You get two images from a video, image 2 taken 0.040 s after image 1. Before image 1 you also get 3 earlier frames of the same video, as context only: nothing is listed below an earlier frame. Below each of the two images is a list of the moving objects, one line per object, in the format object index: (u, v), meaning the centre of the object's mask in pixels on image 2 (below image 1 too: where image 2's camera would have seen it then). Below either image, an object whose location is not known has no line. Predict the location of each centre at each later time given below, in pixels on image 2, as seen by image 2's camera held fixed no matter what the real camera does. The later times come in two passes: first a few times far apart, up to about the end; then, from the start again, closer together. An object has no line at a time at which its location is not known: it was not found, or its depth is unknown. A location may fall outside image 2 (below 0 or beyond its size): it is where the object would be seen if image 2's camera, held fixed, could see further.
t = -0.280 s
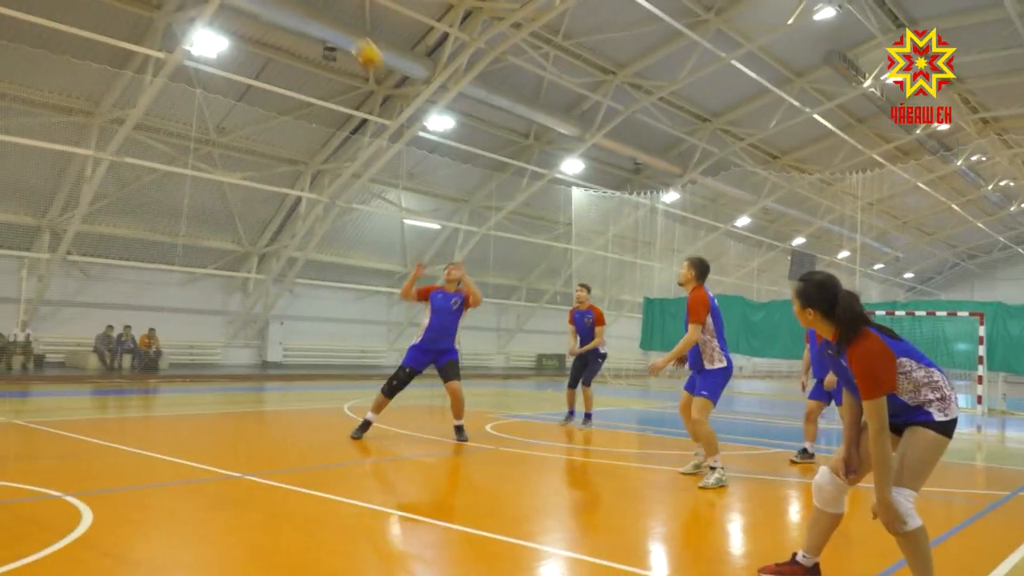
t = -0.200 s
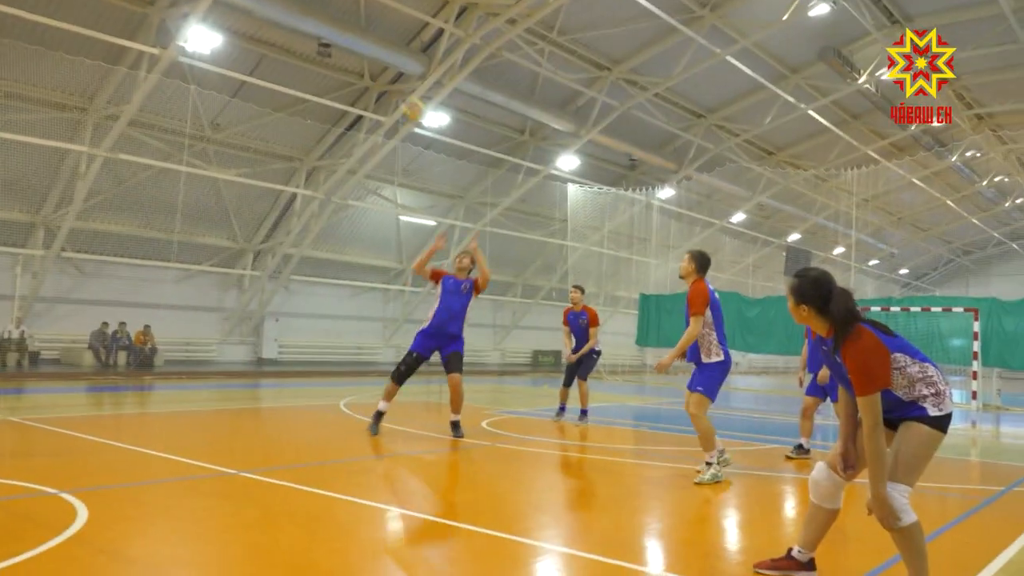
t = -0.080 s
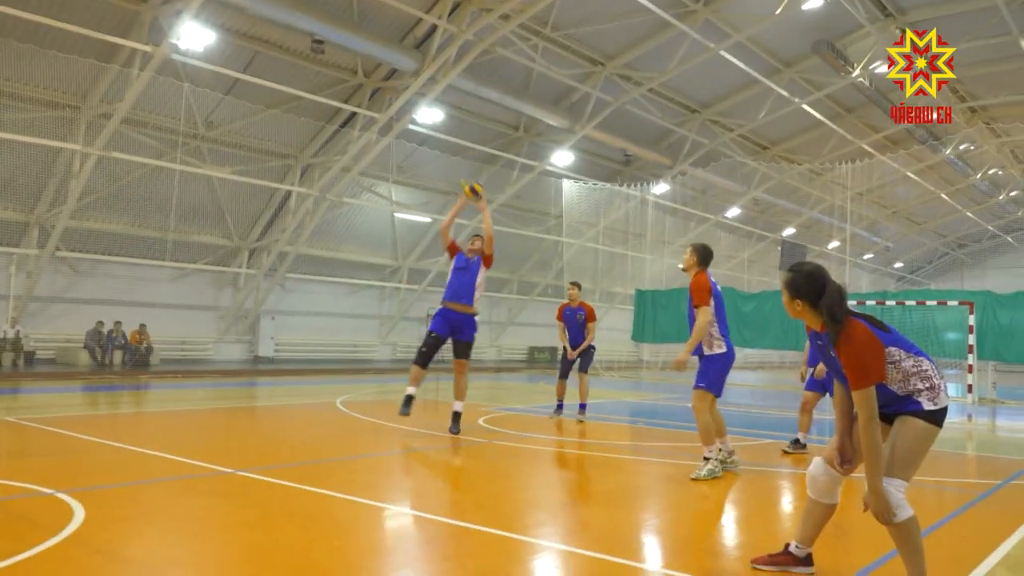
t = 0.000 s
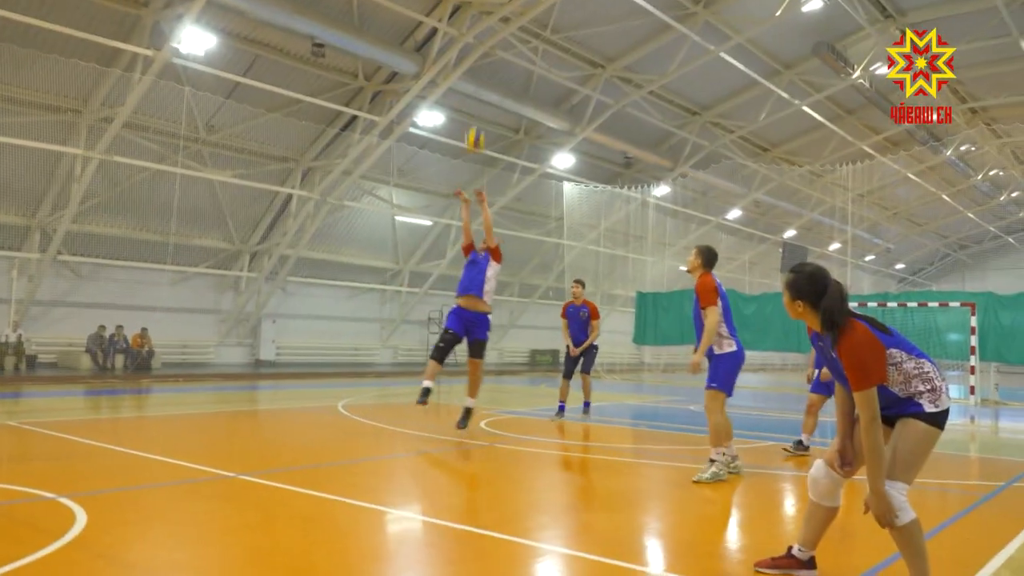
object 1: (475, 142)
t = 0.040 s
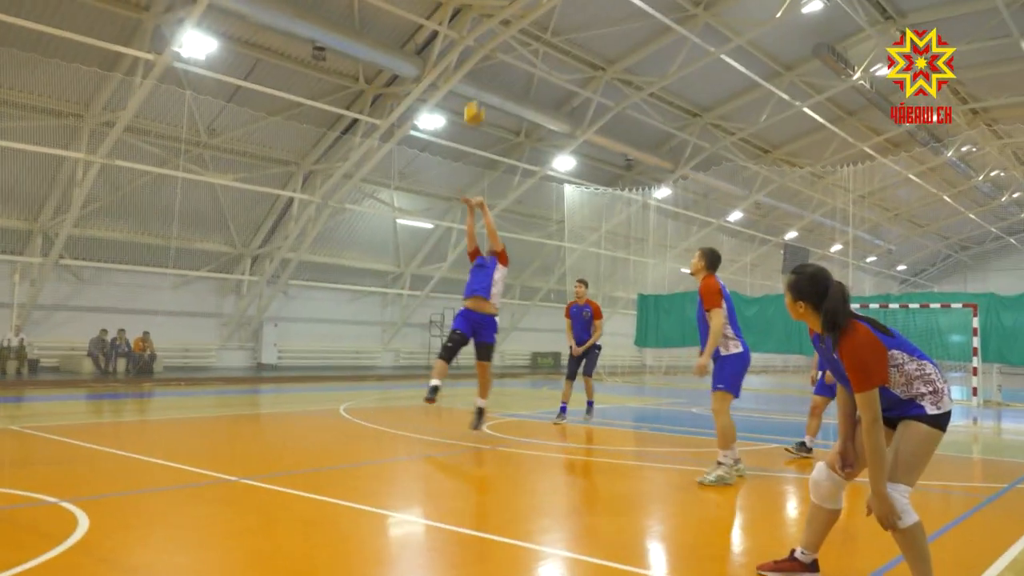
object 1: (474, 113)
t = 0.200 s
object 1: (469, 10)
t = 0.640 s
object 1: (449, -174)
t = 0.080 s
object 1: (472, 86)
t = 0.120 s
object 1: (471, 60)
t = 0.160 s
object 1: (469, 34)
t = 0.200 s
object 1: (469, 10)
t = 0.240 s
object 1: (467, -12)
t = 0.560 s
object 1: (453, -151)
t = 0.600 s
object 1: (451, -164)
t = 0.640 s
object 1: (449, -174)
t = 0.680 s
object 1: (448, -182)
